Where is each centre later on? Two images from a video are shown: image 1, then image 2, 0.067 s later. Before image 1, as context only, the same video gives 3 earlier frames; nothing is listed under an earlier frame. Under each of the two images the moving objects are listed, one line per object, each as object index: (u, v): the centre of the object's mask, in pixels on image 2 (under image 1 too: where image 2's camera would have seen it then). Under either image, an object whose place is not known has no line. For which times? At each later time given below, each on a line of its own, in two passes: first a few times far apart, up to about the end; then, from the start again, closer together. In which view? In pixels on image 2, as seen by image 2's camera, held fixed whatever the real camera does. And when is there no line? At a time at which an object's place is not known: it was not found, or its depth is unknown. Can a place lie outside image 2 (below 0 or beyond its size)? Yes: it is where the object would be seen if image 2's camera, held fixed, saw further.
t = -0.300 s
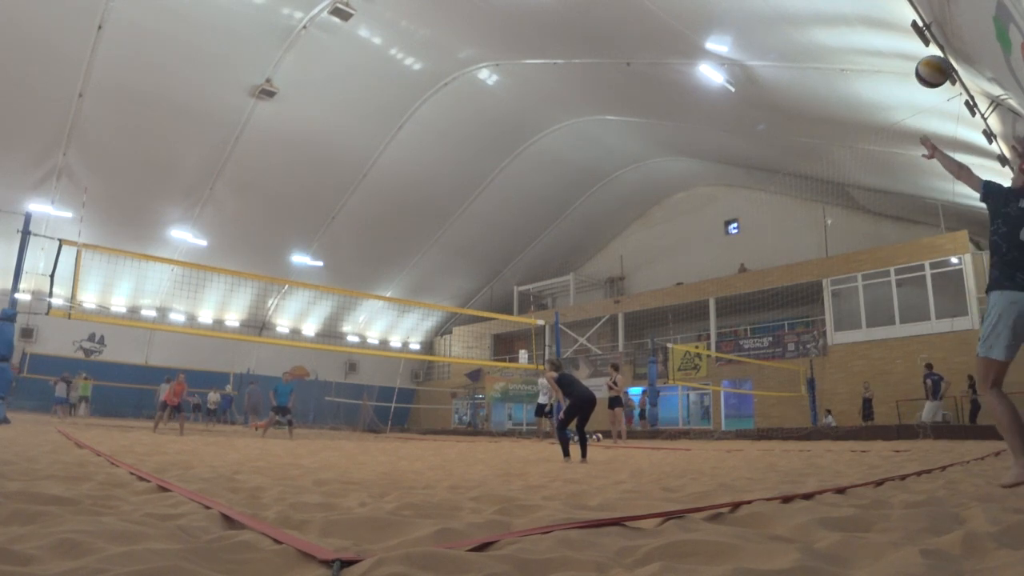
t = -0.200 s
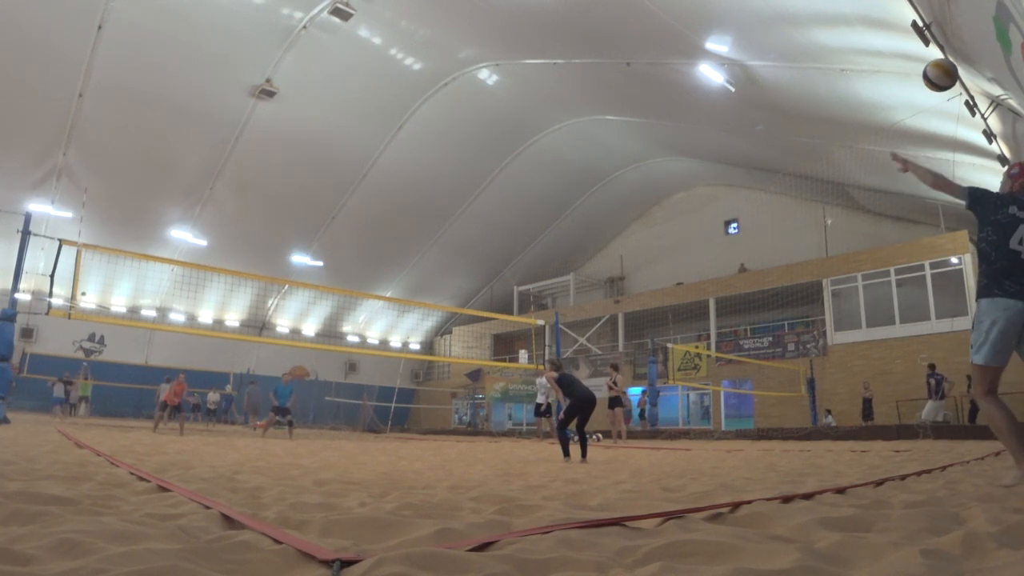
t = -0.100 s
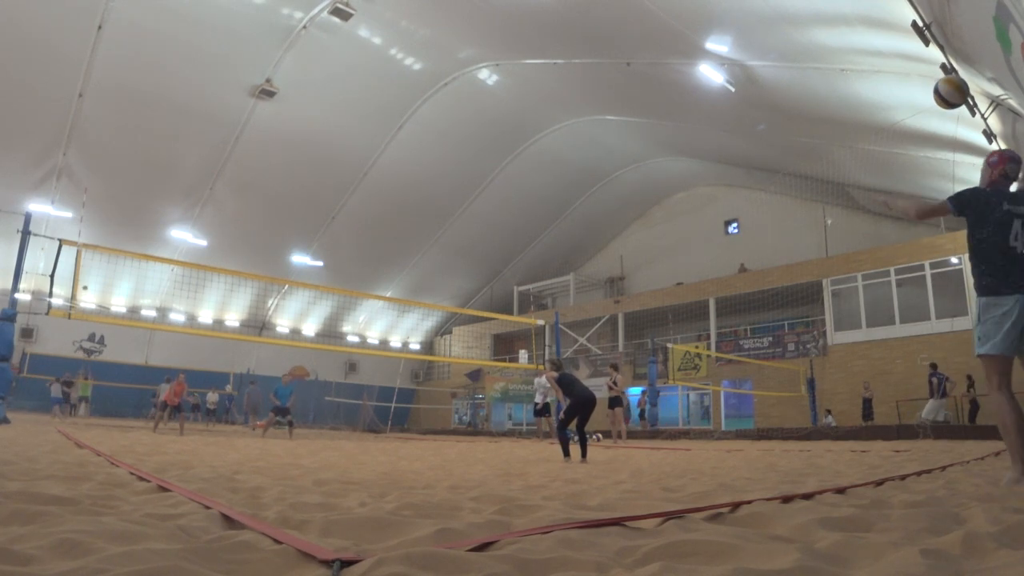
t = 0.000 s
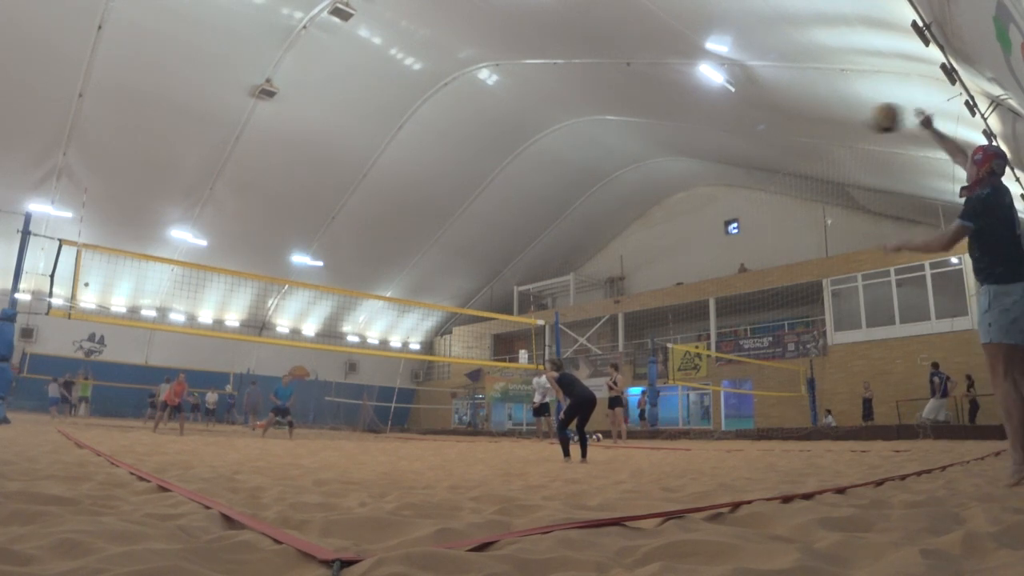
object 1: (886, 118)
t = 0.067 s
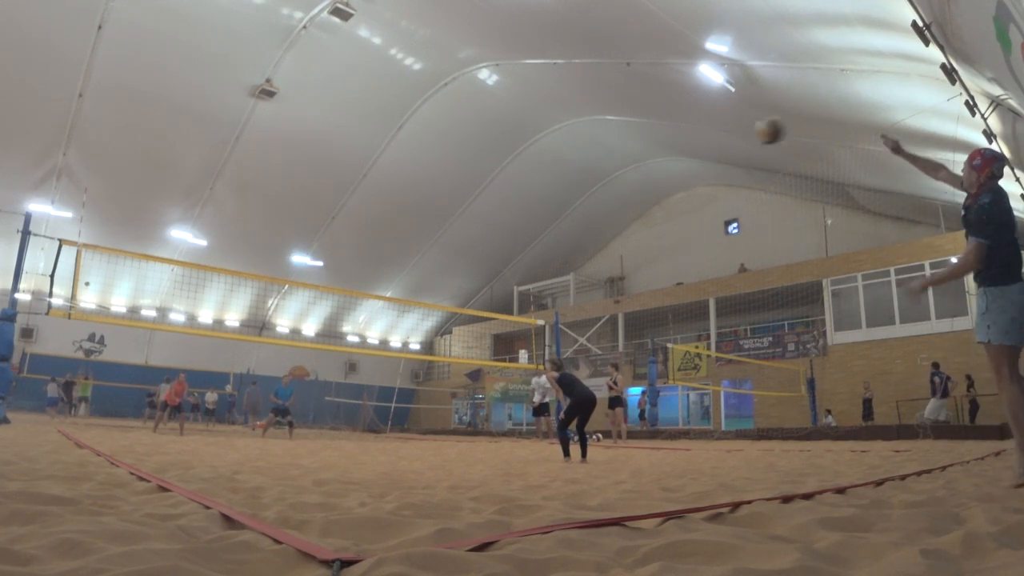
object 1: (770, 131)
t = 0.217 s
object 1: (605, 165)
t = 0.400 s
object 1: (493, 210)
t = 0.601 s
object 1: (414, 264)
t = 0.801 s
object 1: (364, 319)
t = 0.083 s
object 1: (746, 134)
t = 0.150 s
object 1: (666, 149)
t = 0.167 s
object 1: (649, 154)
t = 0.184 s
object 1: (634, 158)
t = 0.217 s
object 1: (605, 165)
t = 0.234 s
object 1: (592, 170)
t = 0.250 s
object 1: (580, 173)
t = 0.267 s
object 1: (569, 177)
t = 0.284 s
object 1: (556, 182)
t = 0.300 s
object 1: (545, 186)
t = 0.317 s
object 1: (536, 190)
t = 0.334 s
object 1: (526, 194)
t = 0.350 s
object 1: (517, 198)
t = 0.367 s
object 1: (509, 202)
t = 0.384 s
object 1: (501, 206)
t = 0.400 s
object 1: (493, 210)
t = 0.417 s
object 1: (484, 214)
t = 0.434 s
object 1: (477, 218)
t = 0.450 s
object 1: (469, 223)
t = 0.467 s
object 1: (462, 228)
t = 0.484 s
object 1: (455, 232)
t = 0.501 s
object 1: (449, 237)
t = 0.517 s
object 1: (443, 241)
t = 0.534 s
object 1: (437, 245)
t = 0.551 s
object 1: (431, 250)
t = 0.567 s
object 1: (425, 255)
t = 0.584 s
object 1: (420, 259)
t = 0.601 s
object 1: (414, 264)
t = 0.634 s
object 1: (405, 273)
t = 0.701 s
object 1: (387, 291)
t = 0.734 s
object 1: (378, 302)
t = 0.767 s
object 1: (371, 310)
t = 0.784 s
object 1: (367, 314)
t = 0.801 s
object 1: (364, 319)
